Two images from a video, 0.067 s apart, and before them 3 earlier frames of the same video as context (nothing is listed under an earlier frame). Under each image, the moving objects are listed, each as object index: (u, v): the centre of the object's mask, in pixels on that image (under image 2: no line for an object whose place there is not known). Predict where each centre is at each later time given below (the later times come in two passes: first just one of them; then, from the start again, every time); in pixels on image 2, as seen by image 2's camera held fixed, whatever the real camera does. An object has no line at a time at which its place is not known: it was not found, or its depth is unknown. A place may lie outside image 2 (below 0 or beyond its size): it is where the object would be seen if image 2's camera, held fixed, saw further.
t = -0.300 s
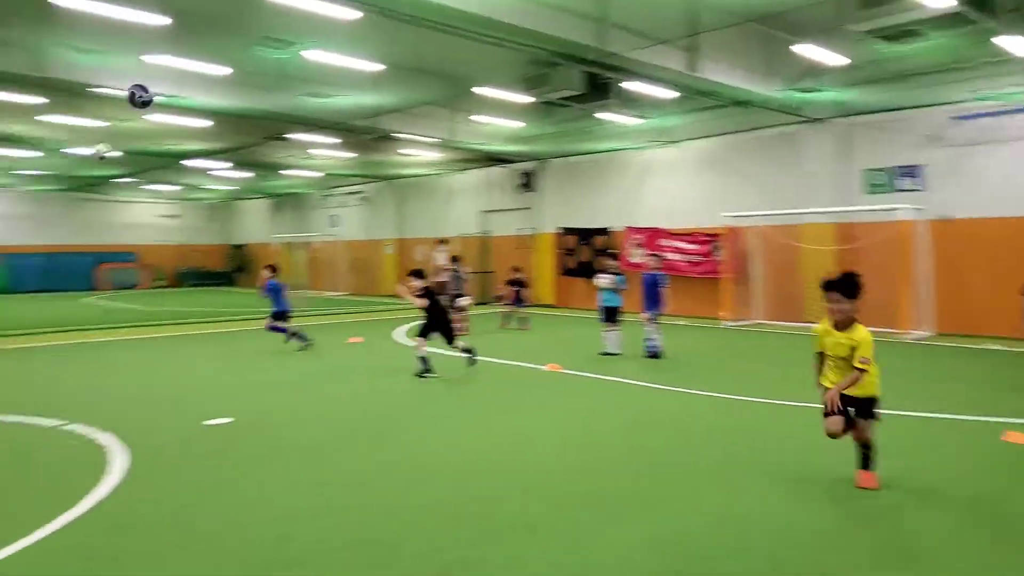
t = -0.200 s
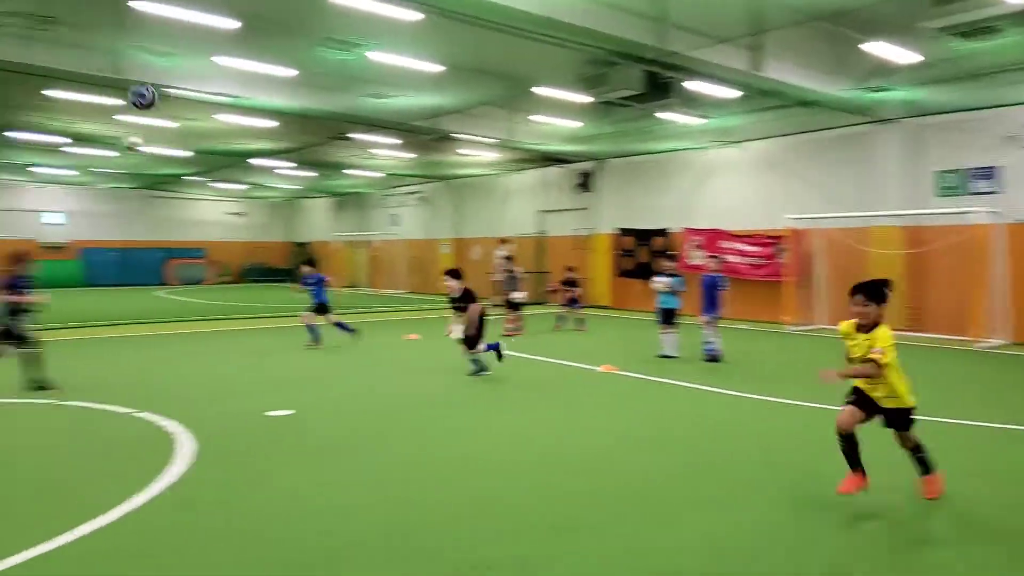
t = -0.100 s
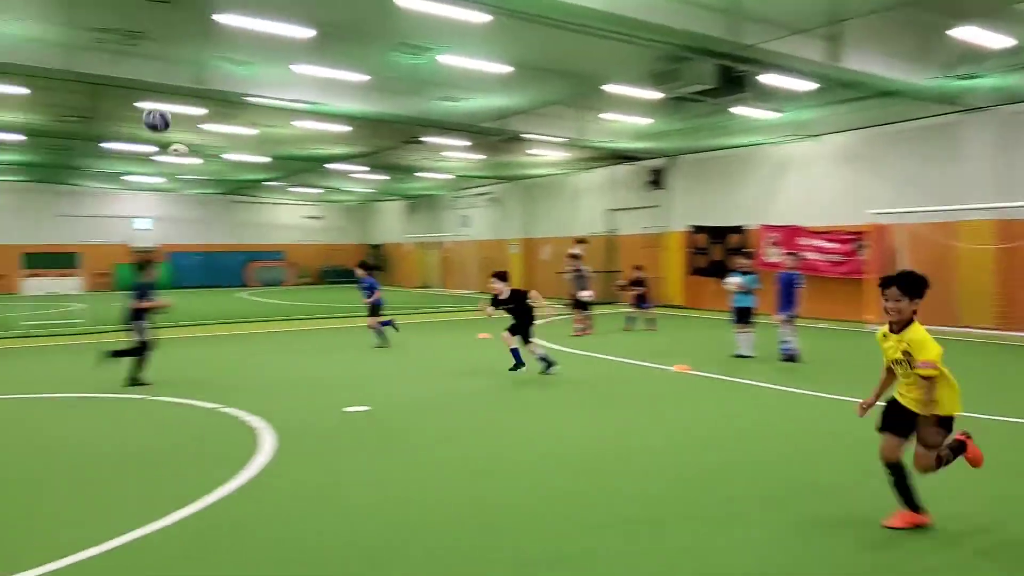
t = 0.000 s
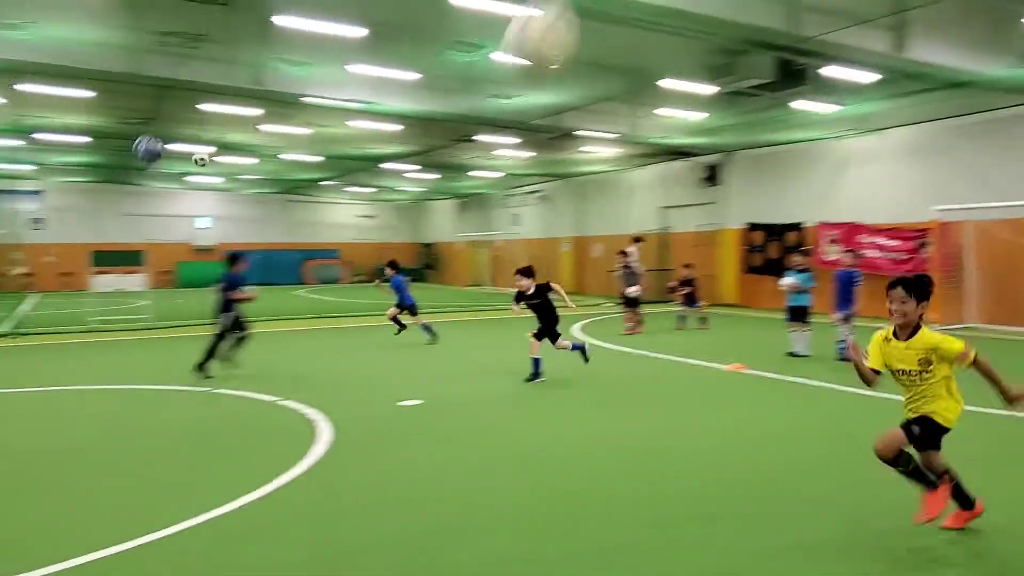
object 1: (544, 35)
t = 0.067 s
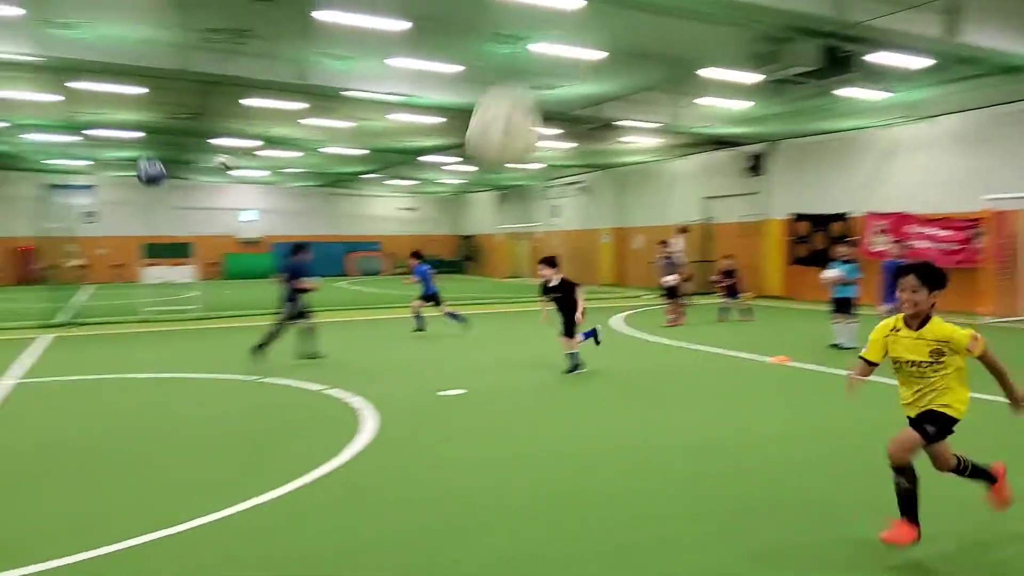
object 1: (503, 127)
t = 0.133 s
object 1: (430, 248)
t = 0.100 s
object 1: (467, 186)
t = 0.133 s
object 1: (430, 248)
